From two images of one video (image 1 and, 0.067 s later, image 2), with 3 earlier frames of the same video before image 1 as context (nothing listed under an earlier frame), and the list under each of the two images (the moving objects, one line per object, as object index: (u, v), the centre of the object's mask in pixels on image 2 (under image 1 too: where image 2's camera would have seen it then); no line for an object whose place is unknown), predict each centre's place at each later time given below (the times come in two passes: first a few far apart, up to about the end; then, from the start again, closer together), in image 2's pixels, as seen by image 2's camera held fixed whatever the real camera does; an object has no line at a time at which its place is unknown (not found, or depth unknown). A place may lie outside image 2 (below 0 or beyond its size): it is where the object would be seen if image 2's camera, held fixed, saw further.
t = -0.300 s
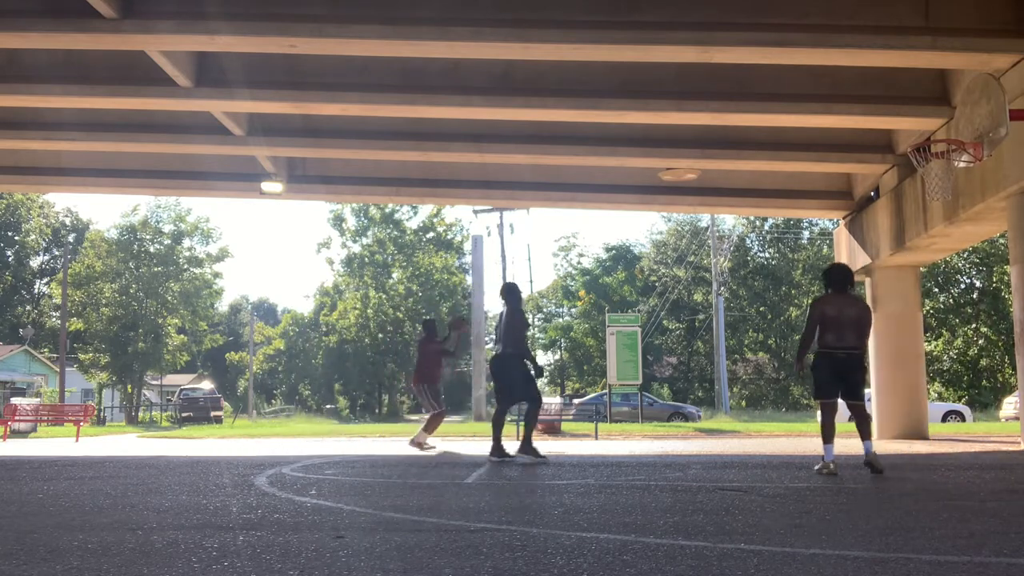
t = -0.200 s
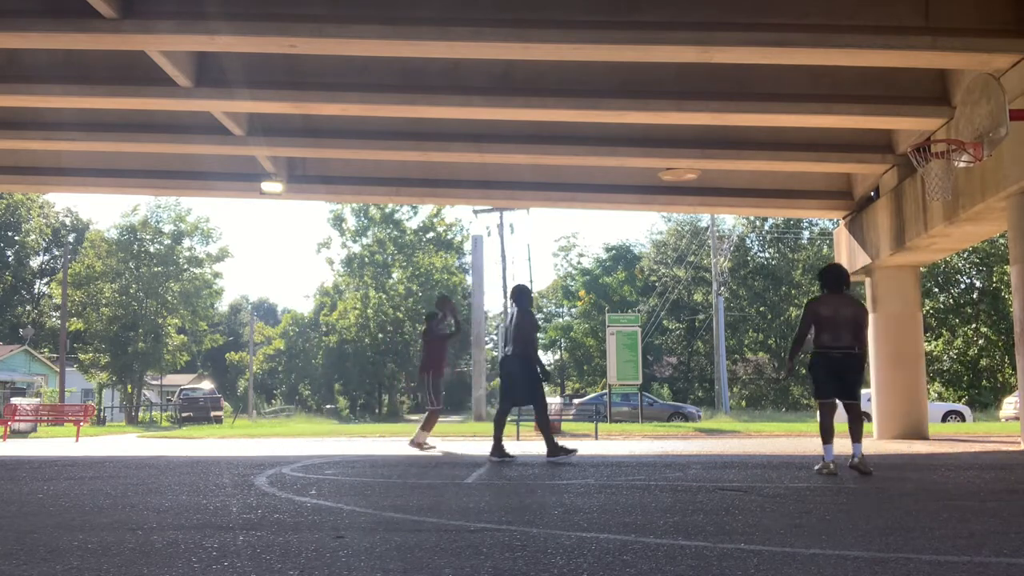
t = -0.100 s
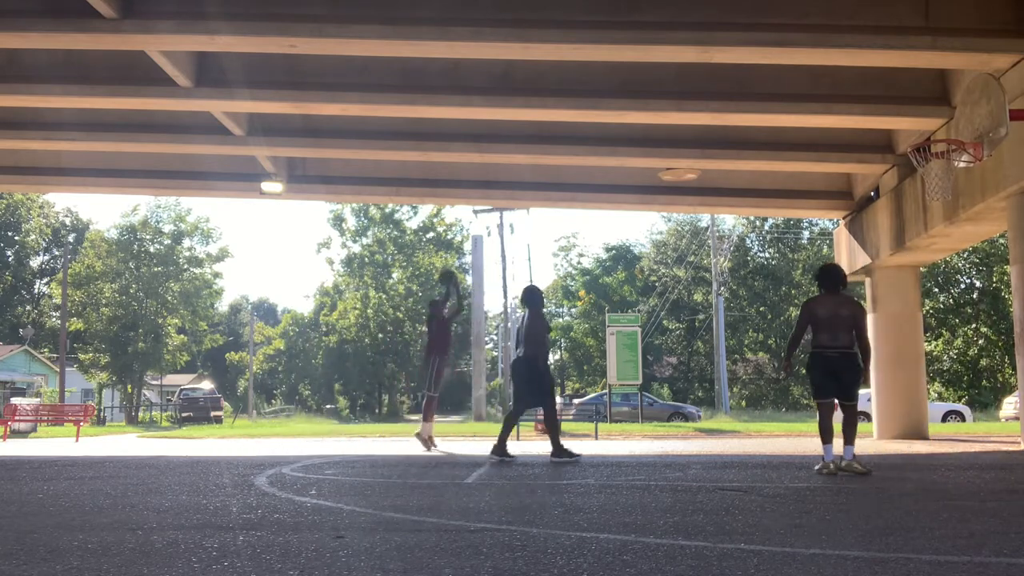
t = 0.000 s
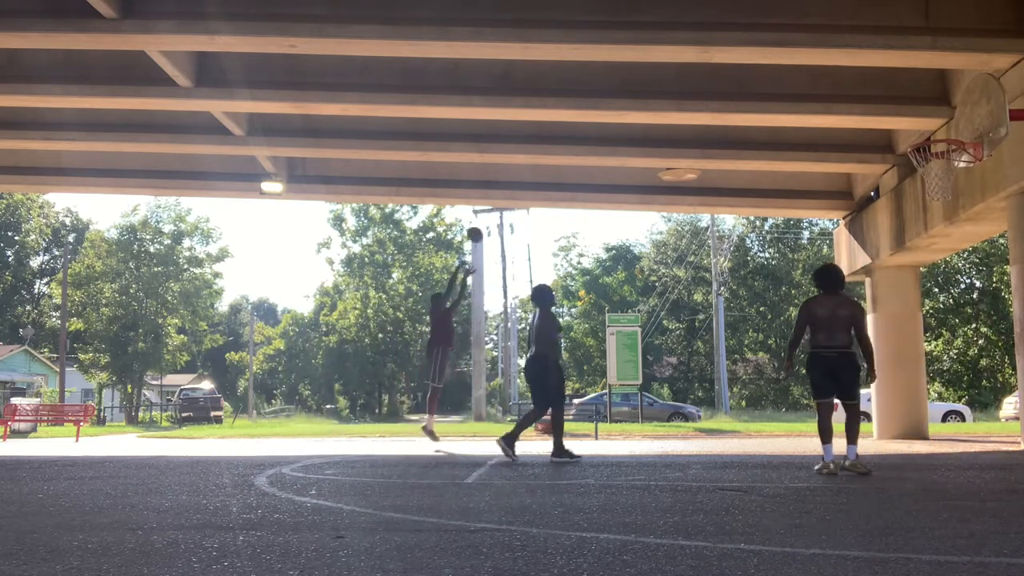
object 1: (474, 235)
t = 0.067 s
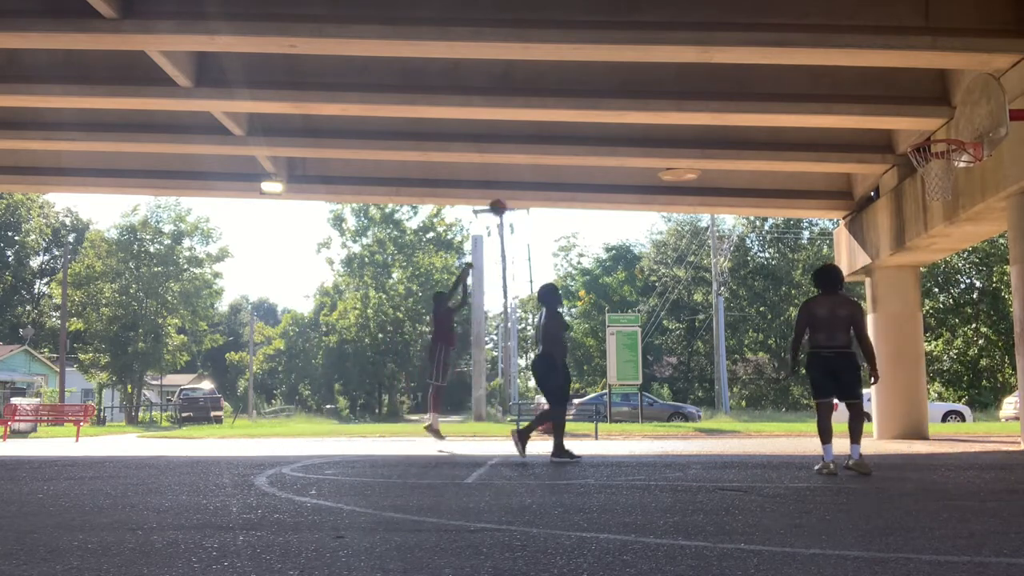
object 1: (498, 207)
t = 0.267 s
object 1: (570, 142)
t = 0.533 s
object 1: (679, 91)
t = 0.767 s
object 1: (795, 92)
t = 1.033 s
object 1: (949, 154)
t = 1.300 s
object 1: (910, 237)
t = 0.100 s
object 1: (509, 195)
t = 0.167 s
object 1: (533, 171)
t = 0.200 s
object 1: (545, 161)
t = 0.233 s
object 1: (557, 152)
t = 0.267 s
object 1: (570, 142)
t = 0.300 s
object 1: (582, 134)
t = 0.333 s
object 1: (596, 124)
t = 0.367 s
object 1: (609, 116)
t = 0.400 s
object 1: (623, 111)
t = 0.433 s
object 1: (637, 104)
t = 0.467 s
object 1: (651, 100)
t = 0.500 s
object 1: (666, 95)
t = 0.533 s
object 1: (679, 91)
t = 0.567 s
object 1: (695, 90)
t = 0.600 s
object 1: (712, 89)
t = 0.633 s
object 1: (727, 89)
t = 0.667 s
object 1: (744, 88)
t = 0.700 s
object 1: (761, 89)
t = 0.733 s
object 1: (779, 90)
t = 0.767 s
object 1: (795, 92)
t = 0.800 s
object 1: (816, 96)
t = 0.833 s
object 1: (833, 103)
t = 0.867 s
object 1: (853, 109)
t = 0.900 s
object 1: (872, 117)
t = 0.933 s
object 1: (892, 127)
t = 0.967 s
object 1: (913, 136)
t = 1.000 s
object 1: (940, 152)
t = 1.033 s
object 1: (949, 154)
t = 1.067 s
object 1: (941, 169)
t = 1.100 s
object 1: (936, 182)
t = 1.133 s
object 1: (933, 193)
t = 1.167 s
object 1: (927, 198)
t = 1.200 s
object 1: (922, 206)
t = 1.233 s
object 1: (918, 215)
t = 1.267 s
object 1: (914, 226)
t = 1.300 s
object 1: (910, 237)
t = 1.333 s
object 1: (906, 250)
